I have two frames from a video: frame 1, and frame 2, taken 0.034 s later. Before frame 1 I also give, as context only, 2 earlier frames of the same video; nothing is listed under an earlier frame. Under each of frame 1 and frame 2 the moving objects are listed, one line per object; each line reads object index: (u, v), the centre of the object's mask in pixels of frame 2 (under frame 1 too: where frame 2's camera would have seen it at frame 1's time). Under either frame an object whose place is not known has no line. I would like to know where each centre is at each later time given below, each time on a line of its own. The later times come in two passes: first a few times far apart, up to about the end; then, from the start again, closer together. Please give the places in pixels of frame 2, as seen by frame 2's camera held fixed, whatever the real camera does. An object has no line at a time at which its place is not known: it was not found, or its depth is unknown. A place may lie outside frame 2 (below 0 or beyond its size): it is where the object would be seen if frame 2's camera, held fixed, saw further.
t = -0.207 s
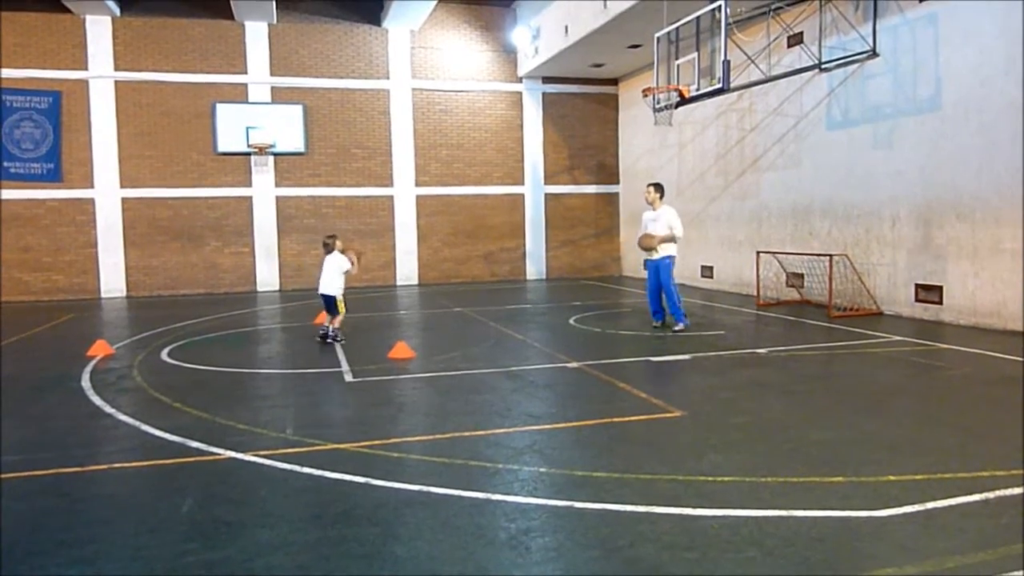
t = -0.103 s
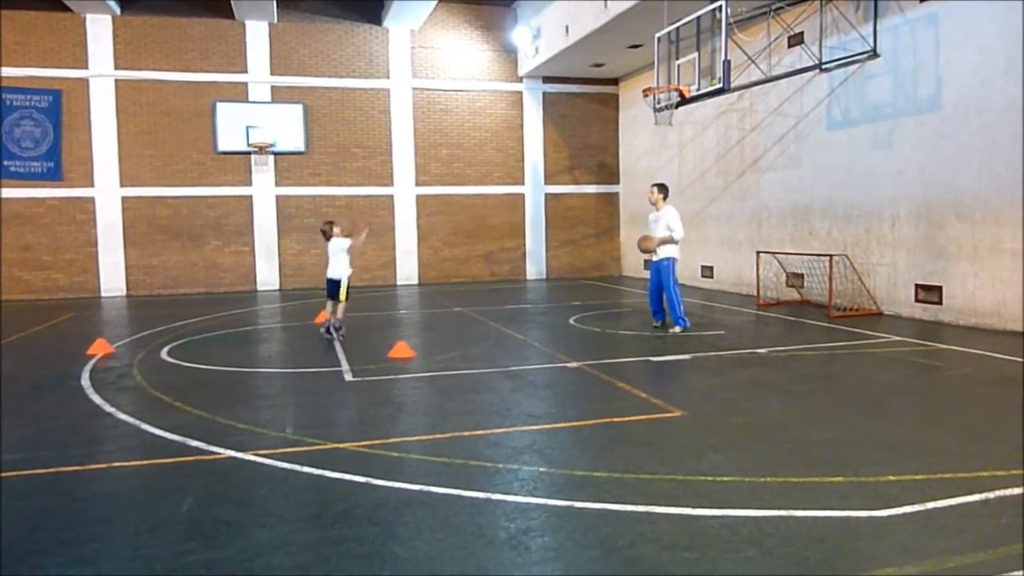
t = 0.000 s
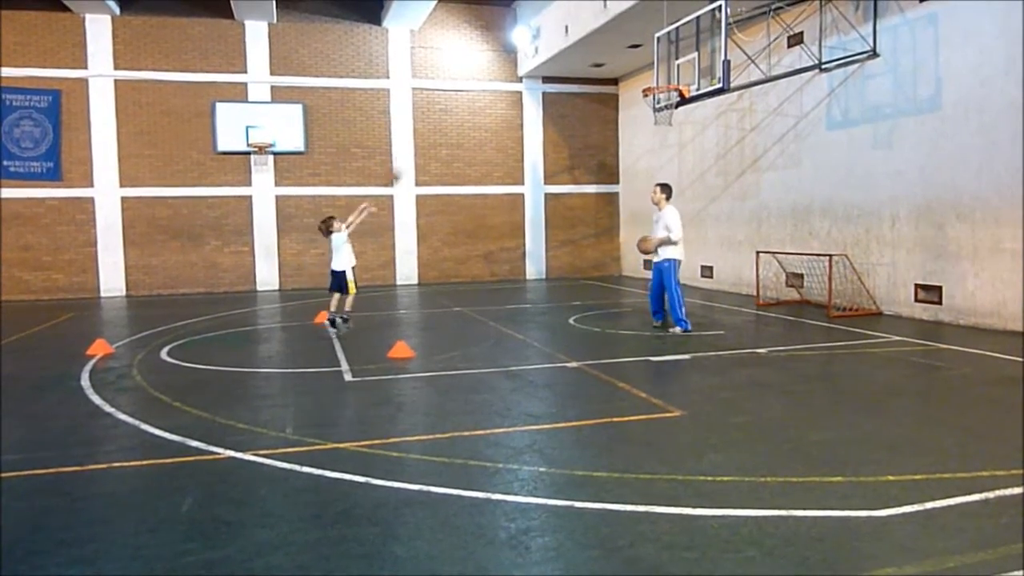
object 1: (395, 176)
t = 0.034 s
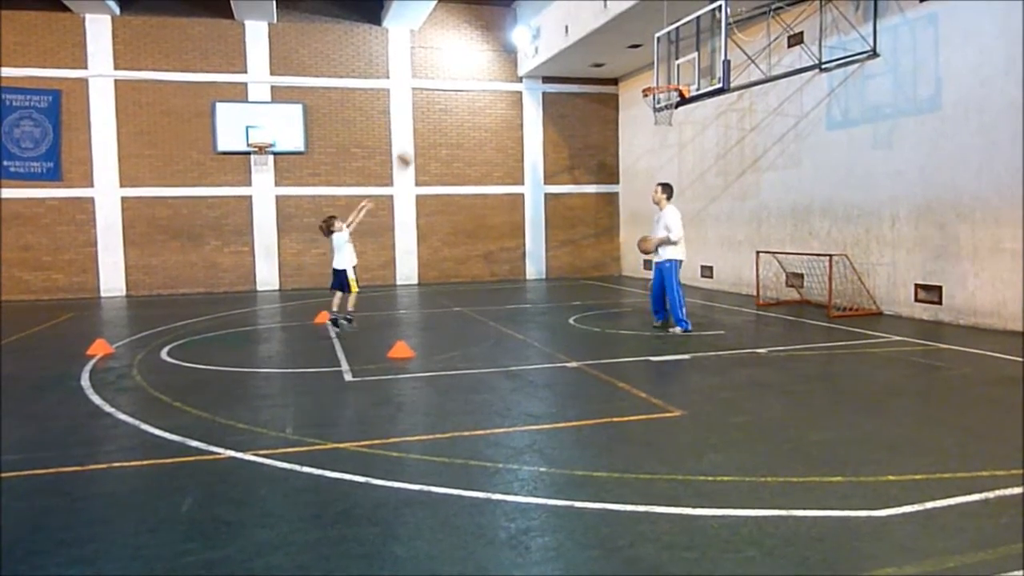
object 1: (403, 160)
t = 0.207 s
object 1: (457, 98)
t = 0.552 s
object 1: (565, 52)
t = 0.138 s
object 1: (437, 120)
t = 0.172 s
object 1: (449, 108)
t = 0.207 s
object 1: (457, 98)
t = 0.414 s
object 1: (523, 60)
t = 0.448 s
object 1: (534, 55)
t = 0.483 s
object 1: (544, 53)
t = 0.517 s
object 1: (555, 51)
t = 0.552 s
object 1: (565, 52)
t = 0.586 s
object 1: (576, 53)
